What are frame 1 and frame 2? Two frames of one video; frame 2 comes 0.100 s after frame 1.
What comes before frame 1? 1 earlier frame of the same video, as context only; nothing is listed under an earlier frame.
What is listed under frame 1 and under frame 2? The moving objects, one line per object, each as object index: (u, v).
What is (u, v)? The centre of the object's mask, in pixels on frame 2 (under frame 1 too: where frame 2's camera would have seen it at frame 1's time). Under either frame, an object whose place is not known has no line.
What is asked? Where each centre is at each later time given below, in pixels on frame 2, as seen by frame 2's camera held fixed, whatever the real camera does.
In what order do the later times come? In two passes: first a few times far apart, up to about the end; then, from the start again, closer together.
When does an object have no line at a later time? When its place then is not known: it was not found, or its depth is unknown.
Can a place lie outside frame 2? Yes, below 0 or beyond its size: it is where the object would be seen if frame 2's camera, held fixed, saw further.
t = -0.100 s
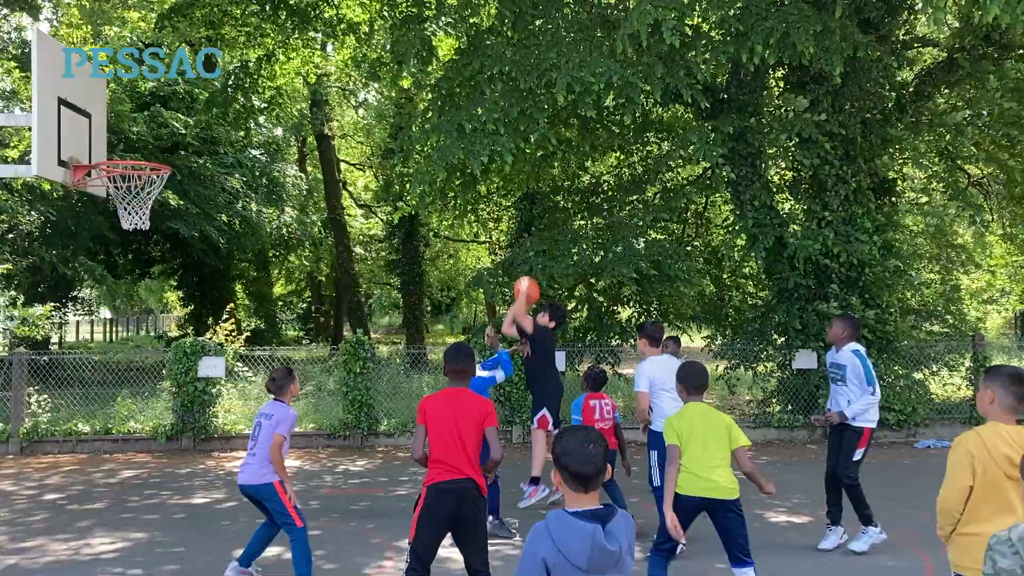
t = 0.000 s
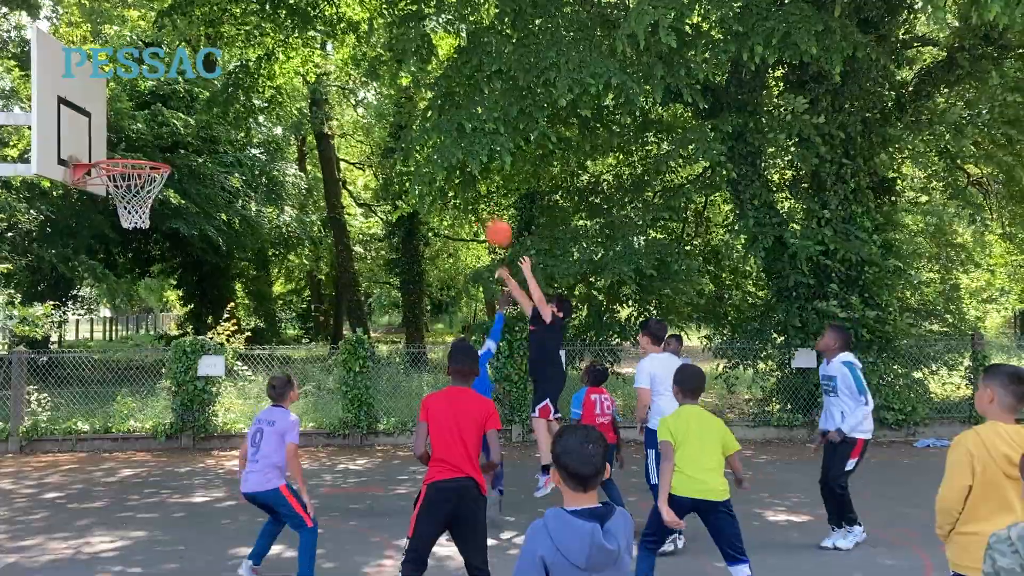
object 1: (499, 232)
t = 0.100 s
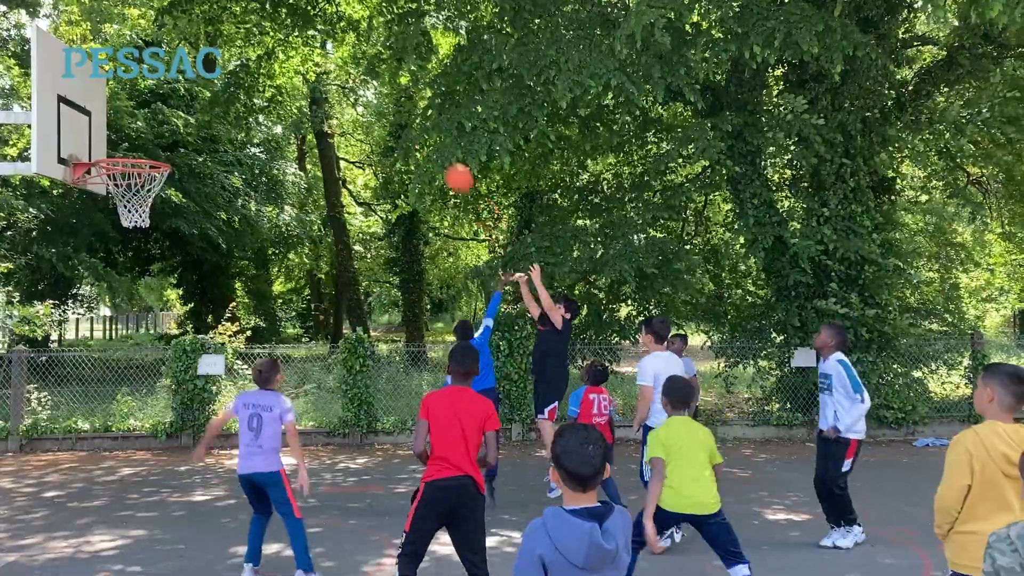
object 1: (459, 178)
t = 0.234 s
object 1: (404, 122)
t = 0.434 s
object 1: (317, 74)
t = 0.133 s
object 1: (445, 163)
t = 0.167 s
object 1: (432, 148)
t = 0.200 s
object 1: (418, 135)
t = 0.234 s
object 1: (404, 122)
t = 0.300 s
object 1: (377, 102)
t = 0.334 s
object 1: (362, 93)
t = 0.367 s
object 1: (347, 85)
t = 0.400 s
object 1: (332, 79)
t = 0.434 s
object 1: (317, 74)
